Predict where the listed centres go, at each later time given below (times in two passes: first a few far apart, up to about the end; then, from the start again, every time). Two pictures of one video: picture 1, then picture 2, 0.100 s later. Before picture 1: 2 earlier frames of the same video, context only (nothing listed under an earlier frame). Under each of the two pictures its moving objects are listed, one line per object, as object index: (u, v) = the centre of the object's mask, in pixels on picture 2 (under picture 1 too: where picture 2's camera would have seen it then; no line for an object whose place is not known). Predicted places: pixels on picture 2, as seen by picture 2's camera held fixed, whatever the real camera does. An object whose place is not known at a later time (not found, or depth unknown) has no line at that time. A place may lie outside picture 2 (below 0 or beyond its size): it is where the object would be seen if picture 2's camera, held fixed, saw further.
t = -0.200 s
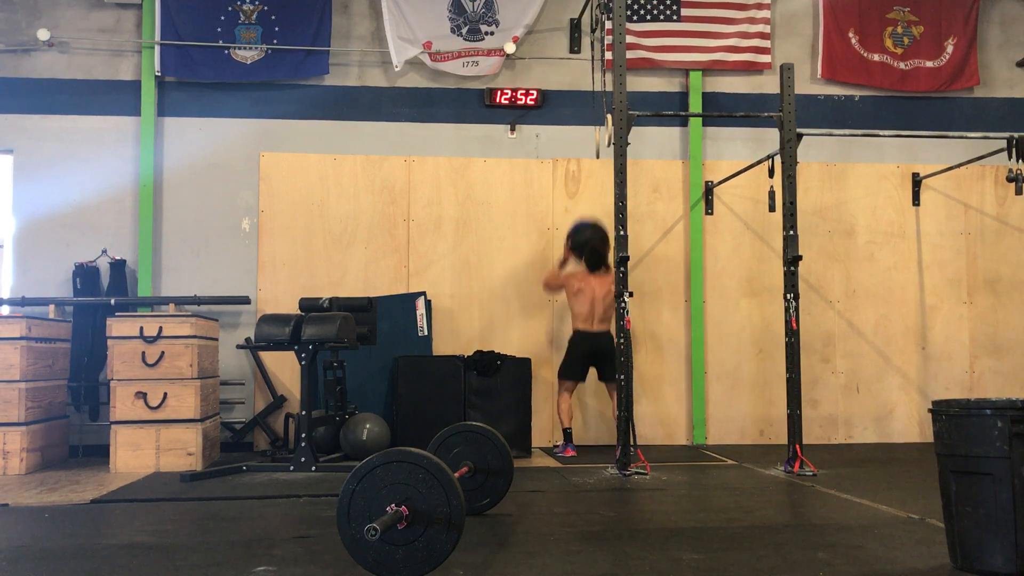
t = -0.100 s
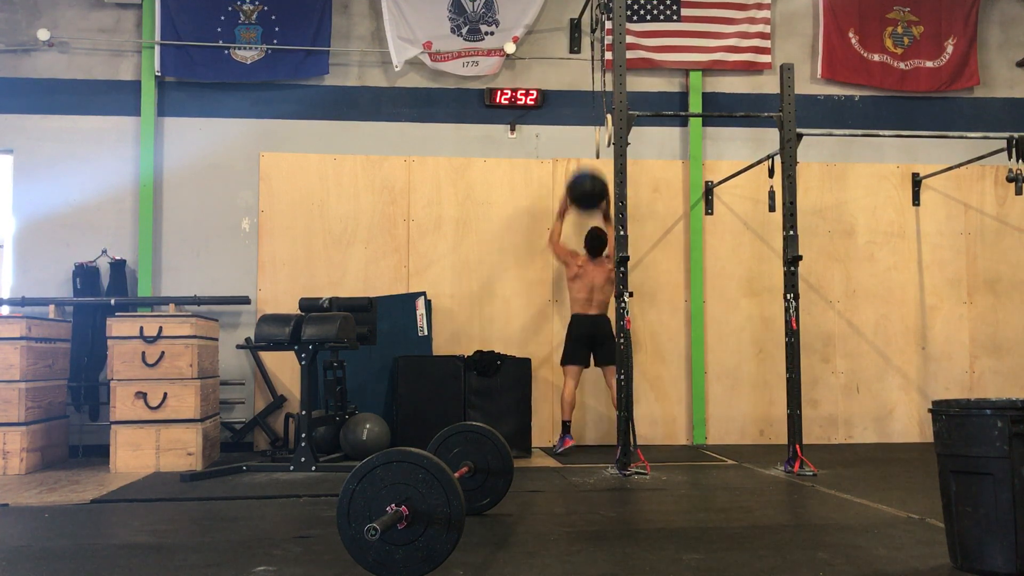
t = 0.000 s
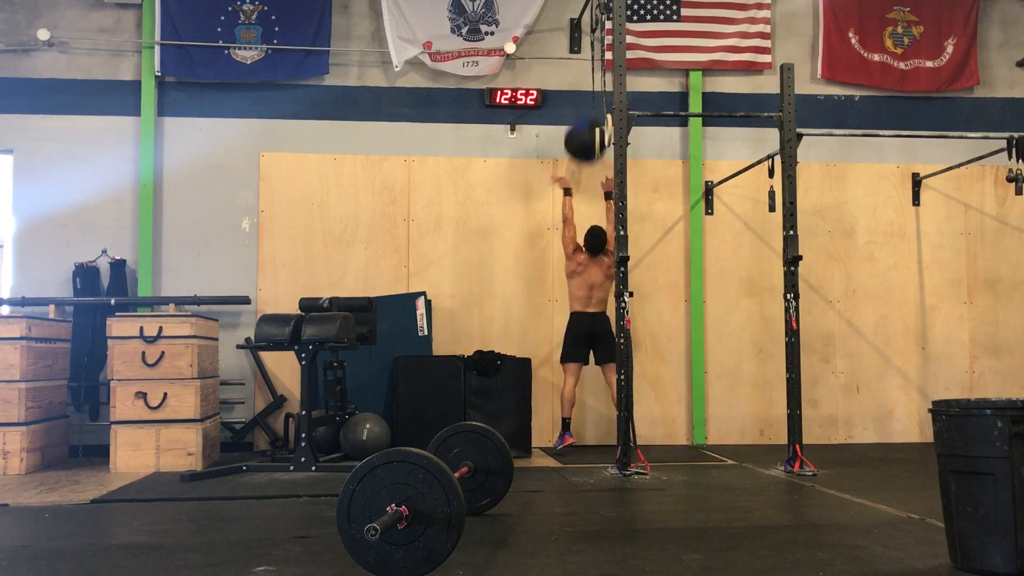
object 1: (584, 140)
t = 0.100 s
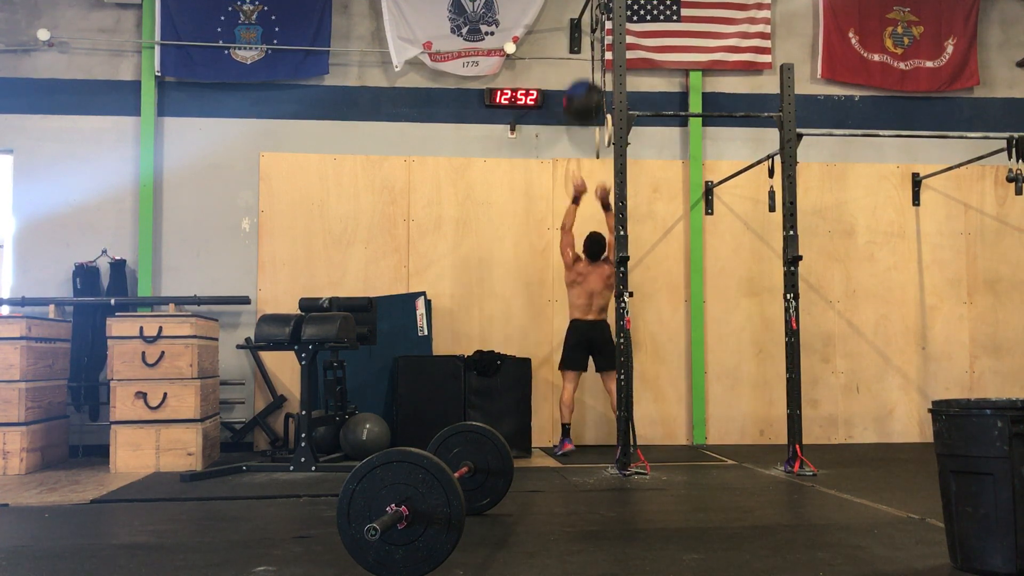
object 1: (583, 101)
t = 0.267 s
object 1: (581, 67)
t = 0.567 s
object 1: (577, 77)
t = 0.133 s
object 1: (583, 90)
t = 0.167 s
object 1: (582, 82)
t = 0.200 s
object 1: (582, 76)
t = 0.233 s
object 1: (582, 70)
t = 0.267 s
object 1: (581, 67)
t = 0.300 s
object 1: (577, 64)
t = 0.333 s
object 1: (580, 62)
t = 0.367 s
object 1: (577, 61)
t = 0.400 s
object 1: (577, 62)
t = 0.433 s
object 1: (577, 63)
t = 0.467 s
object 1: (577, 66)
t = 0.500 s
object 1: (577, 69)
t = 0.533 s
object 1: (580, 72)
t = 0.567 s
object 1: (577, 77)
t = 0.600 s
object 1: (581, 83)
